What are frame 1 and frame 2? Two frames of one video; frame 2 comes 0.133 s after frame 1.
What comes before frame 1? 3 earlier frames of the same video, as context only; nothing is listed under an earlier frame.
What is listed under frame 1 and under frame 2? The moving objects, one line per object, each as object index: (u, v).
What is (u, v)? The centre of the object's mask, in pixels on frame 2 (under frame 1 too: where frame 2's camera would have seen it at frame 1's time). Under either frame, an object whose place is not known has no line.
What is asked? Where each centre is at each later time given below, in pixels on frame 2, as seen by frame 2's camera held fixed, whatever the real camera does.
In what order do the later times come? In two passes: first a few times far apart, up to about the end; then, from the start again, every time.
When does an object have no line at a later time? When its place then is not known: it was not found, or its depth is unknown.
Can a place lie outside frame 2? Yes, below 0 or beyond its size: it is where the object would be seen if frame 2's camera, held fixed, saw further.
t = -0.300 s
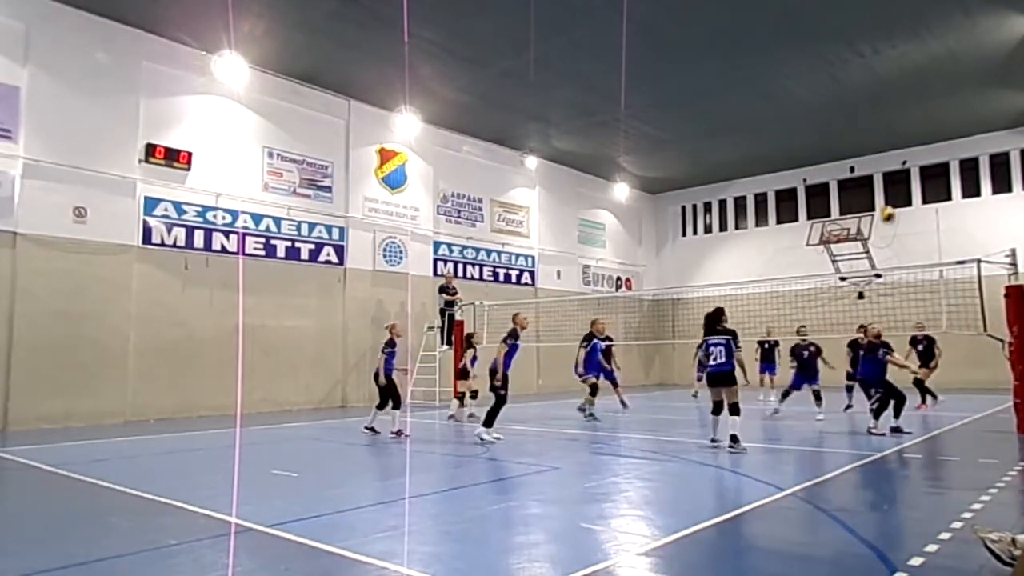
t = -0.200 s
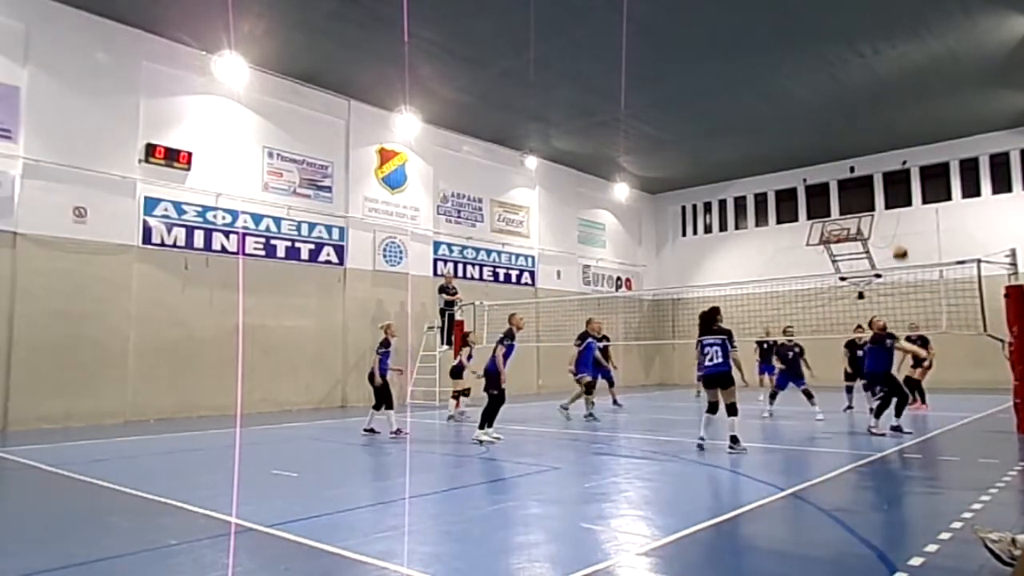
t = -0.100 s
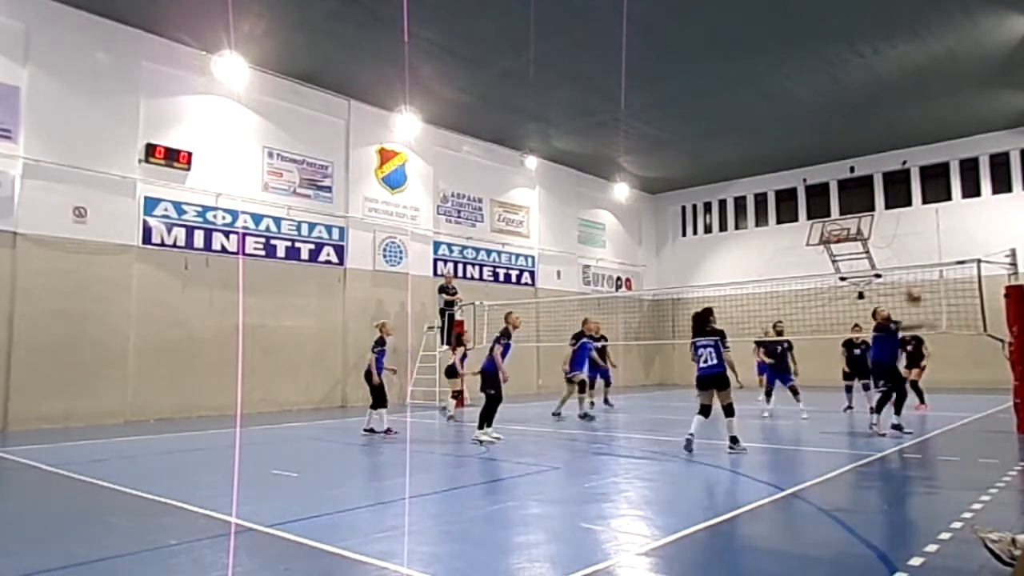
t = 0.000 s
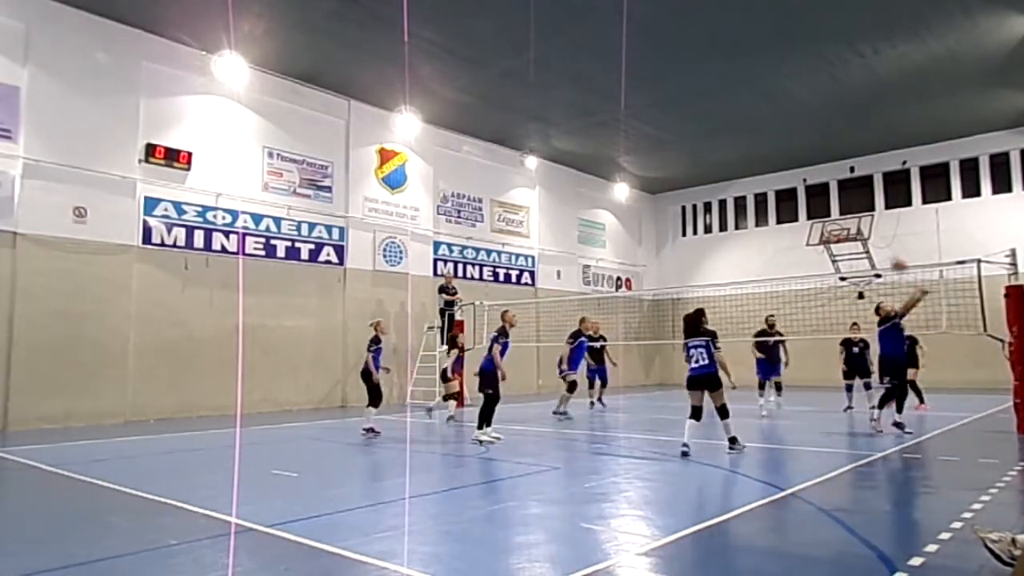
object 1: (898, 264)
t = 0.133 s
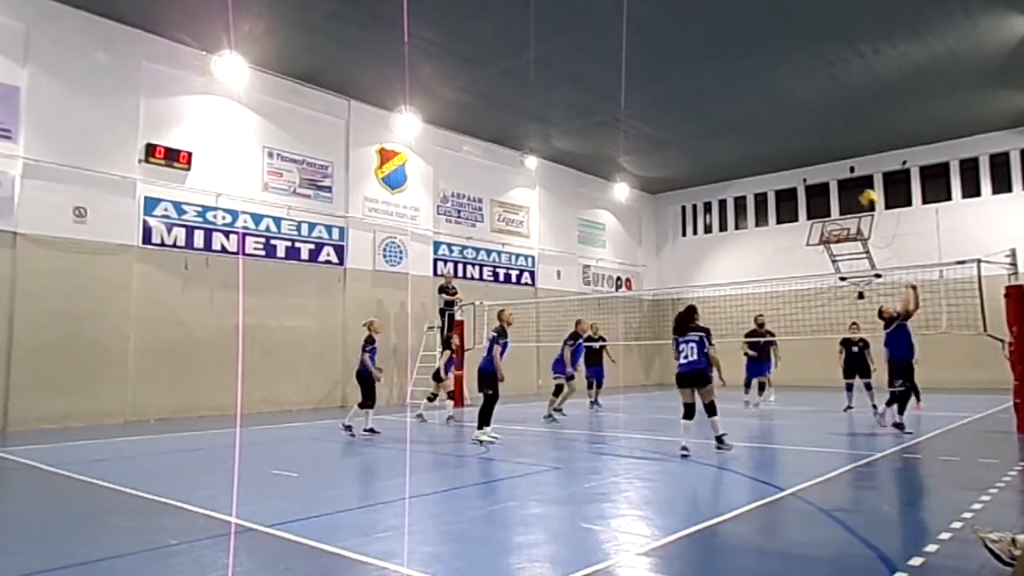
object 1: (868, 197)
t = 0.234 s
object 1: (850, 159)
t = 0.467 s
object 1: (810, 106)
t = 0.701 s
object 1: (778, 88)
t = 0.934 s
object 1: (748, 103)
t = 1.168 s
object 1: (722, 150)
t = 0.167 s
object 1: (862, 185)
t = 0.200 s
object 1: (856, 172)
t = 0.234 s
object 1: (850, 159)
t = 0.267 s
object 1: (843, 150)
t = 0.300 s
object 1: (837, 140)
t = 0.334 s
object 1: (832, 131)
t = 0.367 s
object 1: (826, 124)
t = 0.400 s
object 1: (820, 117)
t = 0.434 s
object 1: (815, 111)
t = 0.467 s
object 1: (810, 106)
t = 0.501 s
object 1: (806, 101)
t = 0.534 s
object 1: (801, 97)
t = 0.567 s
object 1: (797, 94)
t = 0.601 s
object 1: (791, 92)
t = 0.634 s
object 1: (786, 90)
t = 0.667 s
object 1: (782, 89)
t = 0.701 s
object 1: (778, 88)
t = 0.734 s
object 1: (773, 89)
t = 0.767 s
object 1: (769, 89)
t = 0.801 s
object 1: (765, 91)
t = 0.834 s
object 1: (761, 93)
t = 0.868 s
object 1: (757, 95)
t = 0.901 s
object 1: (753, 99)
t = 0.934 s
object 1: (748, 103)
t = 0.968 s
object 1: (744, 108)
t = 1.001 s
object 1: (740, 114)
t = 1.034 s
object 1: (736, 120)
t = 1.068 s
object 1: (733, 127)
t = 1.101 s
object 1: (729, 134)
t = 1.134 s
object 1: (725, 142)
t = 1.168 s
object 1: (722, 150)
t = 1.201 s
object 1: (719, 159)
